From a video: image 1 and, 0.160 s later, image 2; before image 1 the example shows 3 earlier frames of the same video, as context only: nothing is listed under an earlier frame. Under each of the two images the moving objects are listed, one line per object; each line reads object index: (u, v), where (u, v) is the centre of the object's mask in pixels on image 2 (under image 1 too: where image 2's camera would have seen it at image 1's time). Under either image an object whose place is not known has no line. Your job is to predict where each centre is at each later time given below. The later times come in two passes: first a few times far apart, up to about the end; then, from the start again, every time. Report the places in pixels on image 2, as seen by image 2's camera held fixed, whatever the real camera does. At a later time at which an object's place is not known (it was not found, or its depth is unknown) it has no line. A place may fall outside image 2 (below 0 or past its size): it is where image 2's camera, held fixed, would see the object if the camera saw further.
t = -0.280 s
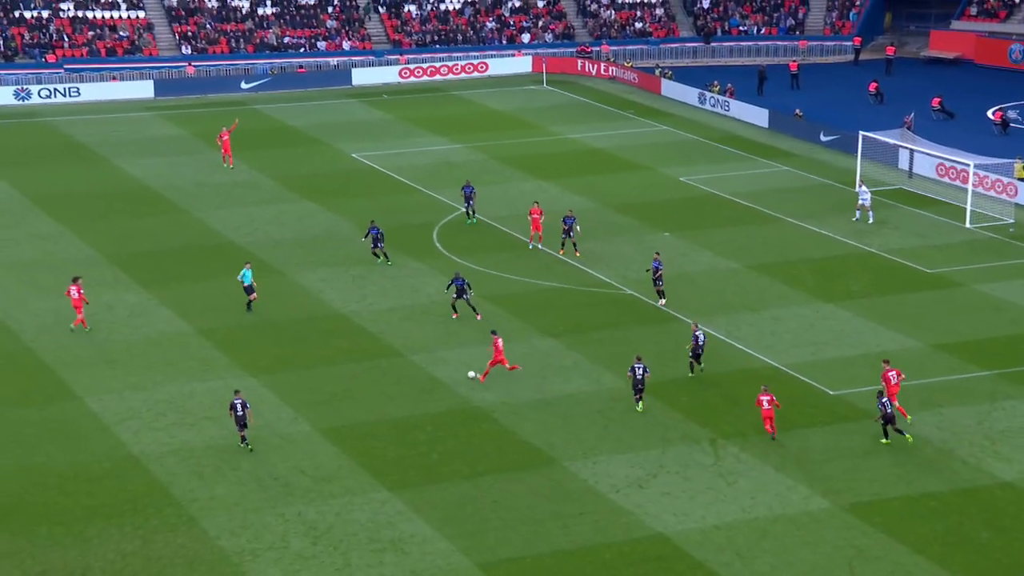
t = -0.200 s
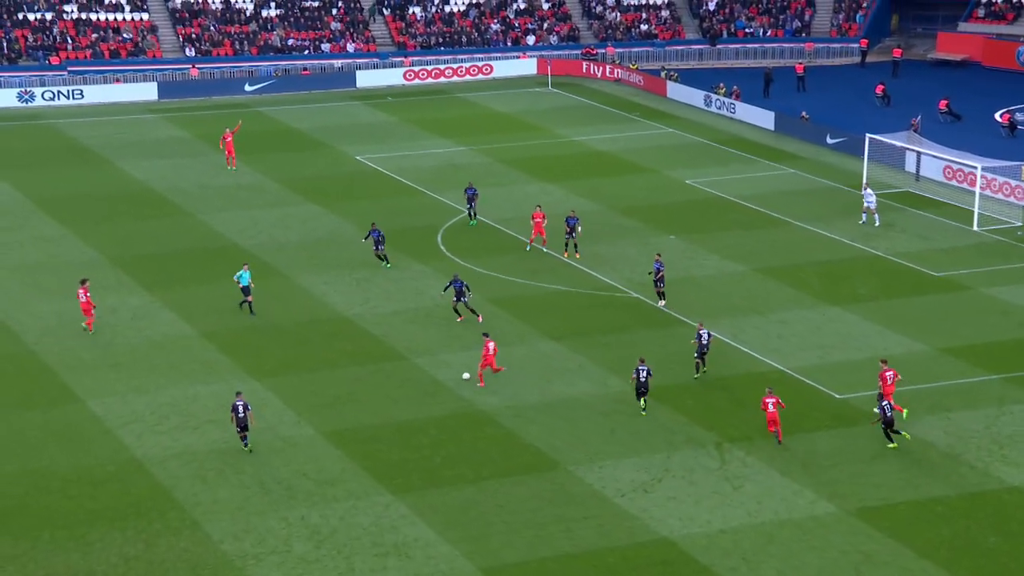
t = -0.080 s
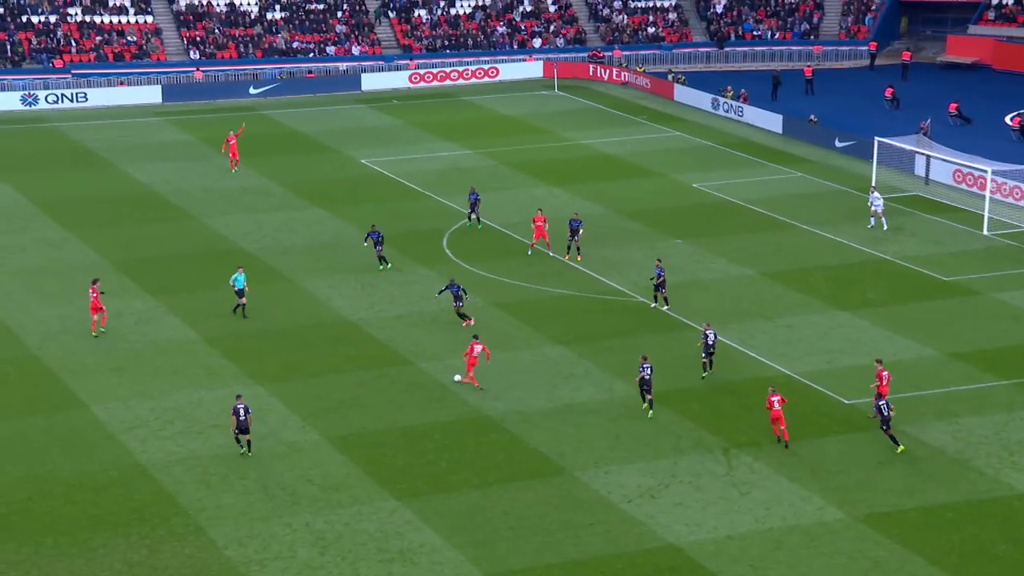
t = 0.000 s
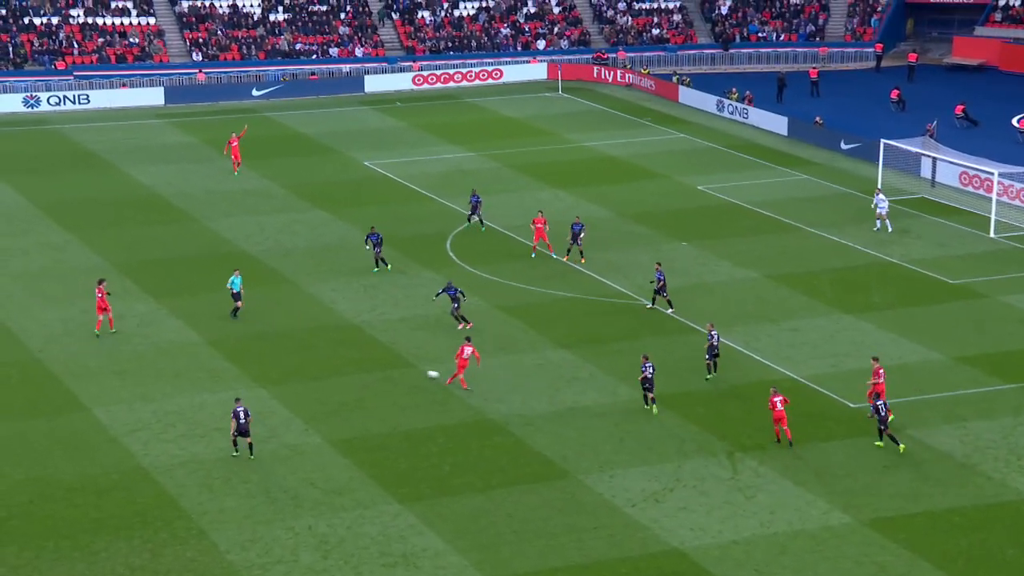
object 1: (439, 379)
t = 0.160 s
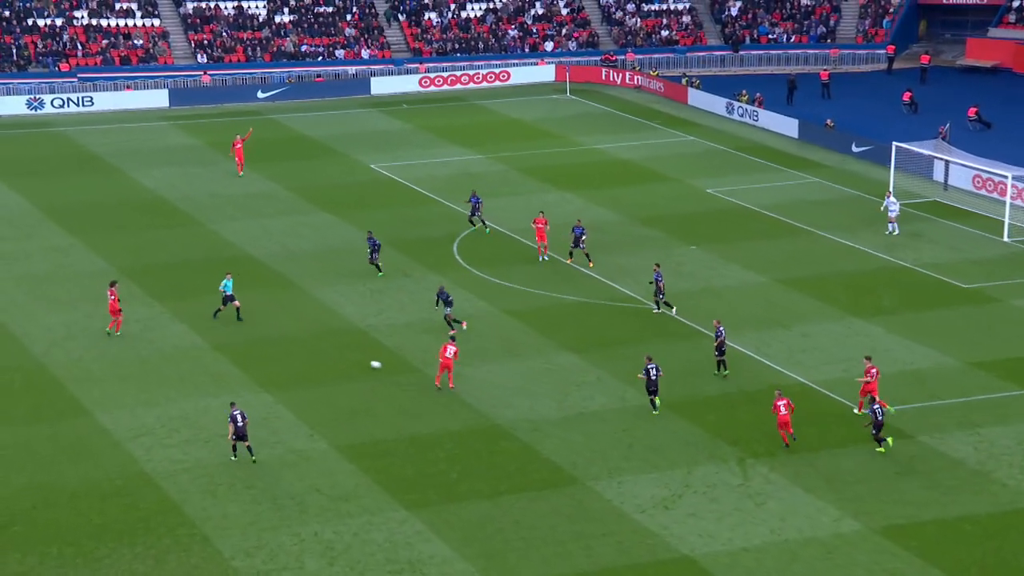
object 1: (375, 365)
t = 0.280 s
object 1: (333, 353)
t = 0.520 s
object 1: (258, 337)
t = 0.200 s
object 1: (361, 360)
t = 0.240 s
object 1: (347, 357)
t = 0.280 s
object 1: (333, 353)
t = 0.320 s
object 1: (320, 351)
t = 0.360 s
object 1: (306, 348)
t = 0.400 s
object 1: (294, 345)
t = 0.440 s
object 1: (282, 342)
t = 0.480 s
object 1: (269, 339)
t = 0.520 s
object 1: (258, 337)
